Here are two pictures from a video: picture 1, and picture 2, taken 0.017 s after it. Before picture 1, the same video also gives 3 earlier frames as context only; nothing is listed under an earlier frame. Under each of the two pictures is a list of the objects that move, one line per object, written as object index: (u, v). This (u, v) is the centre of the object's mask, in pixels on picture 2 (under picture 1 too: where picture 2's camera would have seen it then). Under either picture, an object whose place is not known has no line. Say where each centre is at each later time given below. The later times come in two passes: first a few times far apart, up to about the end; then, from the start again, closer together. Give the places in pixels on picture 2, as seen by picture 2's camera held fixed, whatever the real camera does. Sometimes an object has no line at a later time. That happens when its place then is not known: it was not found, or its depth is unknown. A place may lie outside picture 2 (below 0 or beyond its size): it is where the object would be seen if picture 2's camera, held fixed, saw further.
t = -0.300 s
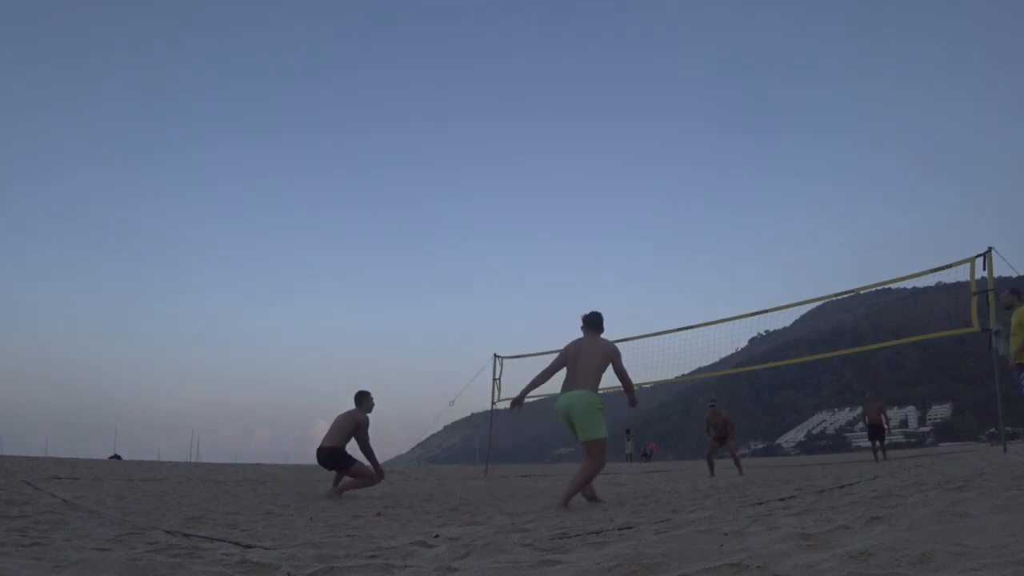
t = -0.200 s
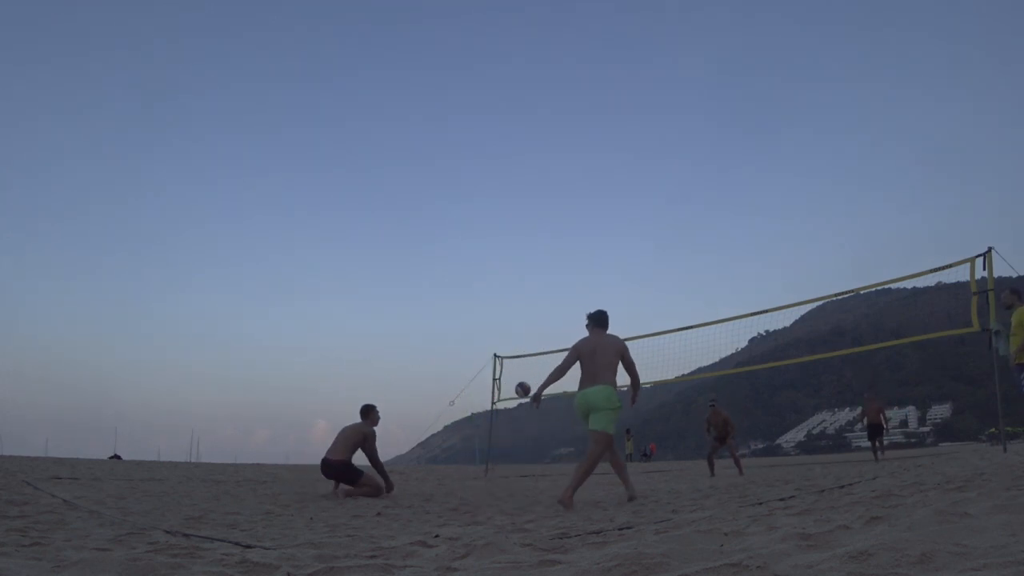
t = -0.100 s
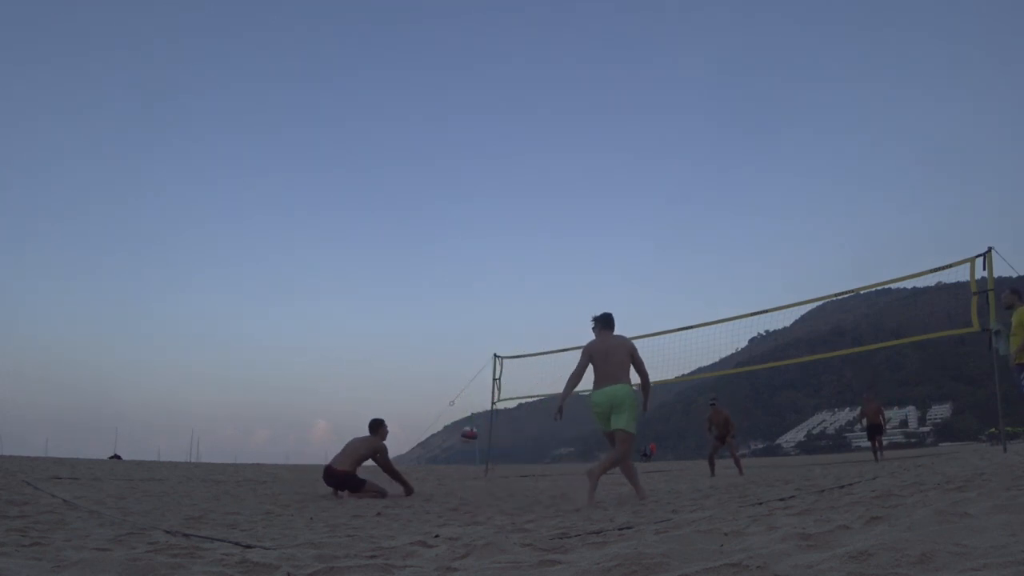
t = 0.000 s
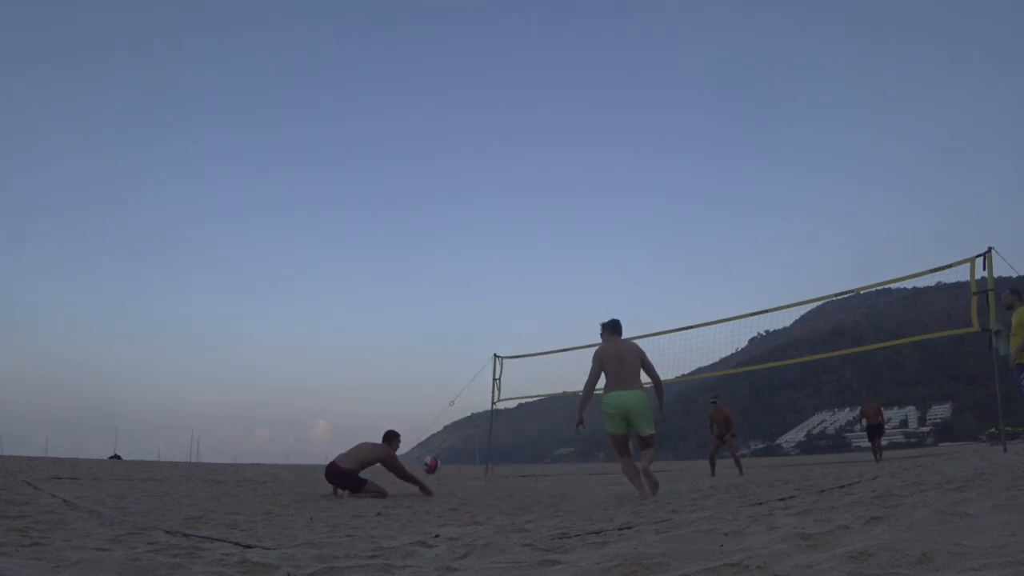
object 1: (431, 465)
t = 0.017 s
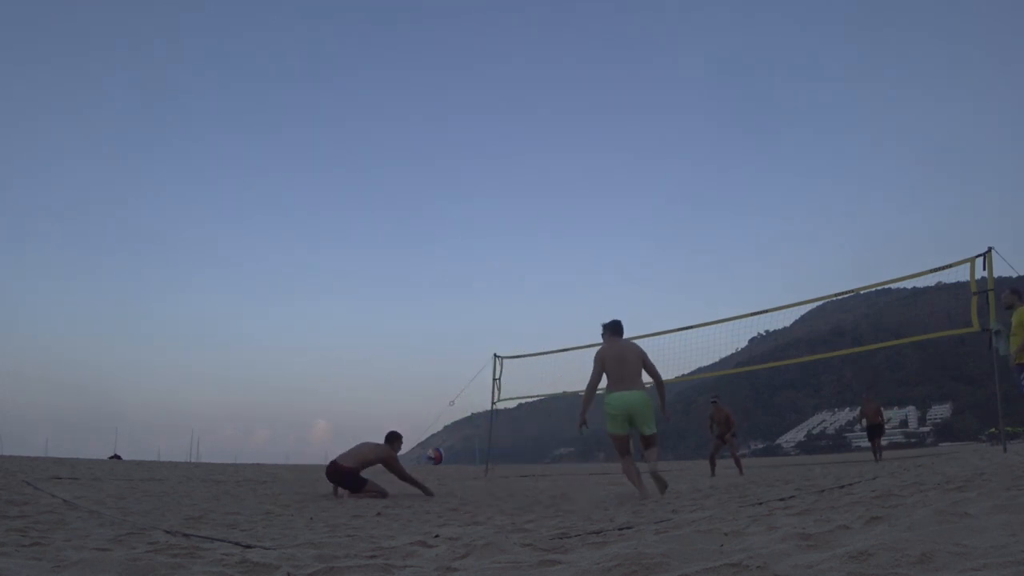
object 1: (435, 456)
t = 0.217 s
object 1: (483, 370)
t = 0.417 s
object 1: (526, 321)
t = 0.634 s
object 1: (567, 304)
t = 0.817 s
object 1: (601, 315)
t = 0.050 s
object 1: (444, 439)
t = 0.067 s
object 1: (448, 430)
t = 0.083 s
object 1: (452, 422)
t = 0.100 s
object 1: (456, 415)
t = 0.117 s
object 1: (460, 408)
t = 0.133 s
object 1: (464, 401)
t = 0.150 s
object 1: (468, 394)
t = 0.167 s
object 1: (472, 388)
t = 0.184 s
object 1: (476, 382)
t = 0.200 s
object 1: (480, 376)
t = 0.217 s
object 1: (483, 370)
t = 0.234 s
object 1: (487, 364)
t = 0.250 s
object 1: (491, 359)
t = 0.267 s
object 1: (494, 354)
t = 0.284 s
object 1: (498, 350)
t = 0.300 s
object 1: (502, 345)
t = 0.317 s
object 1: (505, 341)
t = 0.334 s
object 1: (509, 337)
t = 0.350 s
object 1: (512, 334)
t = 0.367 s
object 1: (516, 330)
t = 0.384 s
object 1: (519, 327)
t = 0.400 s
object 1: (522, 324)
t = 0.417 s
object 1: (526, 321)
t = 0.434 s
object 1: (529, 319)
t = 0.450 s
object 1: (532, 316)
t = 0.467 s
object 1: (536, 314)
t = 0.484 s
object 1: (539, 312)
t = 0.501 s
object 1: (542, 310)
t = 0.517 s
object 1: (545, 309)
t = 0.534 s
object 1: (548, 308)
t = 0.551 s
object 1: (552, 306)
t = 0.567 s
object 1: (555, 305)
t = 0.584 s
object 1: (558, 305)
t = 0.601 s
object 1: (561, 305)
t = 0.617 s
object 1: (564, 304)
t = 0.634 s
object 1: (567, 304)
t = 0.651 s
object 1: (571, 304)
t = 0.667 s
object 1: (574, 304)
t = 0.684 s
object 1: (577, 305)
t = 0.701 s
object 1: (580, 305)
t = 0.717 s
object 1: (583, 306)
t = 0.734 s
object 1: (586, 307)
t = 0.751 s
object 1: (589, 308)
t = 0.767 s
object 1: (592, 310)
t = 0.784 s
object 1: (595, 311)
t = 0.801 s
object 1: (598, 313)
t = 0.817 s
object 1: (601, 315)
